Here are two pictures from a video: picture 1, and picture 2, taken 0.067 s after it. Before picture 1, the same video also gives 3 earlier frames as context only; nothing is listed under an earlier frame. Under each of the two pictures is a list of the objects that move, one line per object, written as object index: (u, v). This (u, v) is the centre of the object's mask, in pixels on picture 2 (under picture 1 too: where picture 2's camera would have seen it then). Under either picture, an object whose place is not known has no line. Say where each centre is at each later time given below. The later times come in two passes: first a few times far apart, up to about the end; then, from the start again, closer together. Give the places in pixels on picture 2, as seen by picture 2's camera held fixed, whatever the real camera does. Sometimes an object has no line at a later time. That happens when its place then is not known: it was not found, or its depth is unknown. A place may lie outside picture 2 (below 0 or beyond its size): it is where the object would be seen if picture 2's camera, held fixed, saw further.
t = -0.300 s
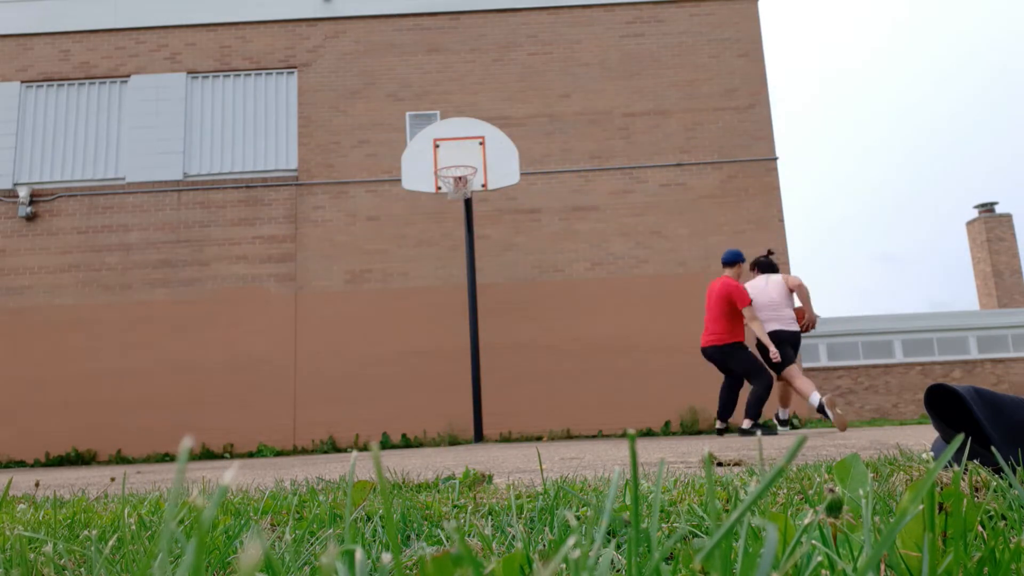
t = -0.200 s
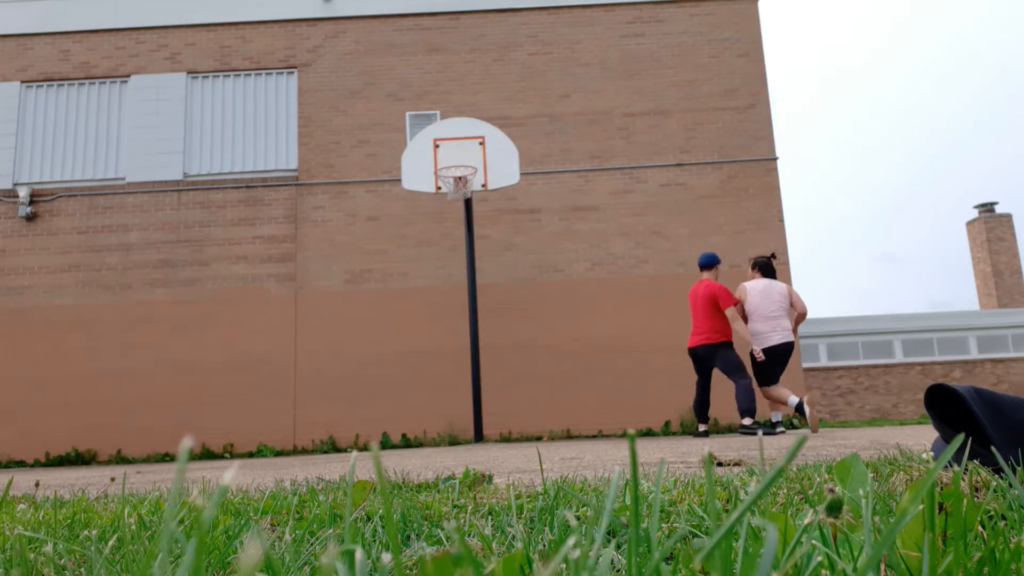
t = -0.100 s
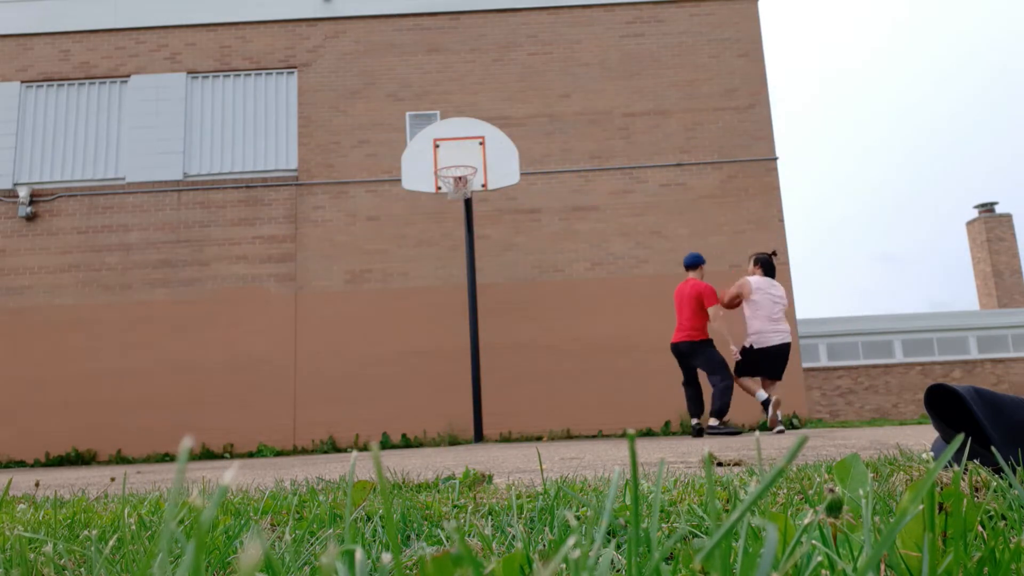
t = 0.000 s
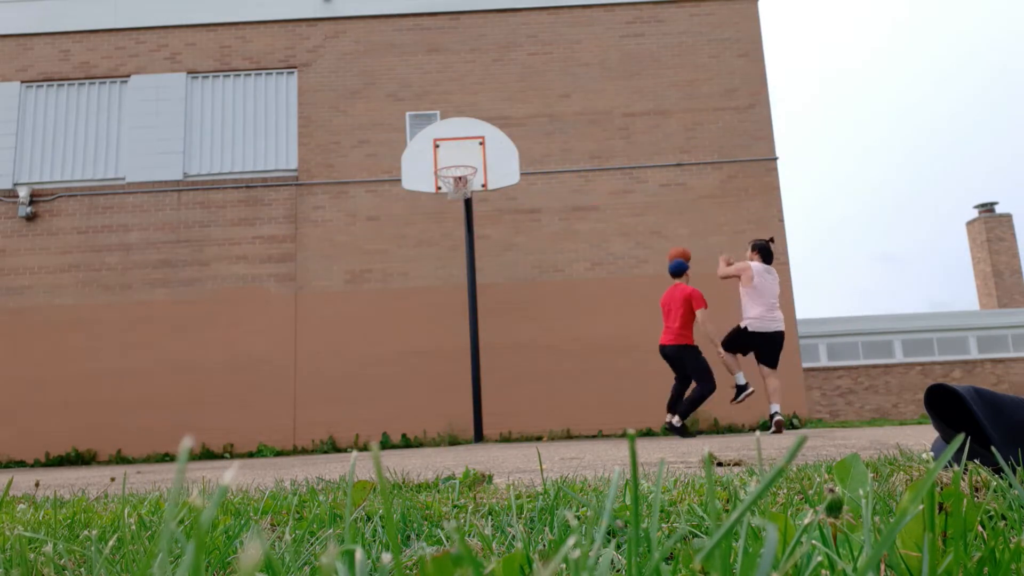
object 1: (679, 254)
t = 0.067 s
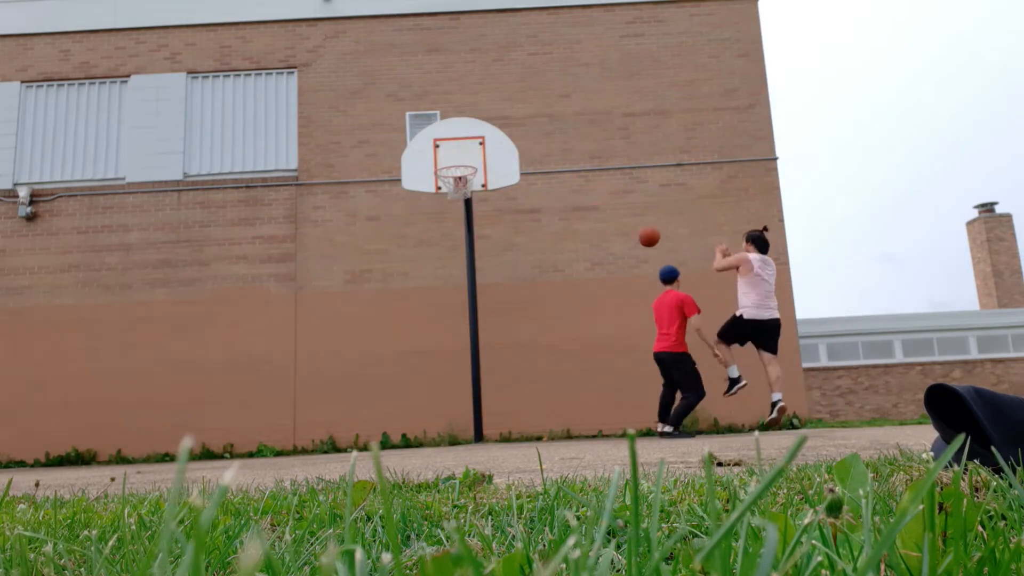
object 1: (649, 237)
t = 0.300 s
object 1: (562, 203)
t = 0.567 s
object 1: (486, 217)
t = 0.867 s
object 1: (418, 248)
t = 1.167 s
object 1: (340, 350)
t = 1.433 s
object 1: (271, 392)
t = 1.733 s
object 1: (217, 285)
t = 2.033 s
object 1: (154, 255)
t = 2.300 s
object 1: (85, 312)
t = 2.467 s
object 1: (34, 399)
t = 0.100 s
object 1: (635, 229)
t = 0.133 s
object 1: (622, 222)
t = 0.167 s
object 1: (609, 217)
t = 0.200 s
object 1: (597, 212)
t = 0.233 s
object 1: (585, 208)
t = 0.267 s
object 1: (573, 205)
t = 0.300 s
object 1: (562, 203)
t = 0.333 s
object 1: (551, 202)
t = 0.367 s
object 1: (541, 202)
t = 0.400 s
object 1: (531, 203)
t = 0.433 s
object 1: (521, 204)
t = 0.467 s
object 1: (512, 206)
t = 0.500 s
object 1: (503, 209)
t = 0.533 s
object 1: (494, 213)
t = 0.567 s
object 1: (486, 217)
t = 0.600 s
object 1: (479, 222)
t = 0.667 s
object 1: (460, 226)
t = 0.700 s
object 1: (455, 228)
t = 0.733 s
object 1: (448, 230)
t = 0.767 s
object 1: (441, 233)
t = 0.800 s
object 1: (434, 237)
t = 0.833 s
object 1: (426, 242)
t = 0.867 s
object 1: (418, 248)
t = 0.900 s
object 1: (411, 255)
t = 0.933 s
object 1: (402, 262)
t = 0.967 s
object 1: (394, 272)
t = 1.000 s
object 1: (385, 282)
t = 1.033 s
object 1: (377, 292)
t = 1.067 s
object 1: (368, 305)
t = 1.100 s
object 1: (359, 318)
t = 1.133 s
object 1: (349, 334)
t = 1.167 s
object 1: (340, 350)
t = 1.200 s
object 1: (329, 368)
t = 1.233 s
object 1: (319, 388)
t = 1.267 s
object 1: (308, 408)
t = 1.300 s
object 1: (297, 432)
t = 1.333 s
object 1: (288, 444)
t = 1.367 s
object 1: (283, 425)
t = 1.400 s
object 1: (277, 408)
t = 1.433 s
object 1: (271, 392)
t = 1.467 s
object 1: (266, 376)
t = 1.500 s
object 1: (260, 362)
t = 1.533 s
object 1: (255, 348)
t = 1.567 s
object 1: (249, 335)
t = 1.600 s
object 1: (243, 323)
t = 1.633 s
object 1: (236, 312)
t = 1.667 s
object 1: (230, 302)
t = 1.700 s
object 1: (224, 293)
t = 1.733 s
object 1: (217, 285)
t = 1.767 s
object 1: (211, 277)
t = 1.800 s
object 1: (204, 271)
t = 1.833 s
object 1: (198, 266)
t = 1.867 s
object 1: (191, 261)
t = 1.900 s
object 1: (184, 258)
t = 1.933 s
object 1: (177, 256)
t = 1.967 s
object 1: (169, 255)
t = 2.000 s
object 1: (162, 254)
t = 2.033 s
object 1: (154, 255)
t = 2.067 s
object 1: (147, 258)
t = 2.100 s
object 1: (139, 262)
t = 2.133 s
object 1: (131, 267)
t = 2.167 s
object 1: (122, 273)
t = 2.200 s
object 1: (114, 280)
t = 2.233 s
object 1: (104, 289)
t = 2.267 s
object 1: (95, 299)
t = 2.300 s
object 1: (85, 312)
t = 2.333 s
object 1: (76, 326)
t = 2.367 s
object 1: (66, 341)
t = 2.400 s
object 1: (55, 358)
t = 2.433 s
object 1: (45, 378)
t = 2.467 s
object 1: (34, 399)
